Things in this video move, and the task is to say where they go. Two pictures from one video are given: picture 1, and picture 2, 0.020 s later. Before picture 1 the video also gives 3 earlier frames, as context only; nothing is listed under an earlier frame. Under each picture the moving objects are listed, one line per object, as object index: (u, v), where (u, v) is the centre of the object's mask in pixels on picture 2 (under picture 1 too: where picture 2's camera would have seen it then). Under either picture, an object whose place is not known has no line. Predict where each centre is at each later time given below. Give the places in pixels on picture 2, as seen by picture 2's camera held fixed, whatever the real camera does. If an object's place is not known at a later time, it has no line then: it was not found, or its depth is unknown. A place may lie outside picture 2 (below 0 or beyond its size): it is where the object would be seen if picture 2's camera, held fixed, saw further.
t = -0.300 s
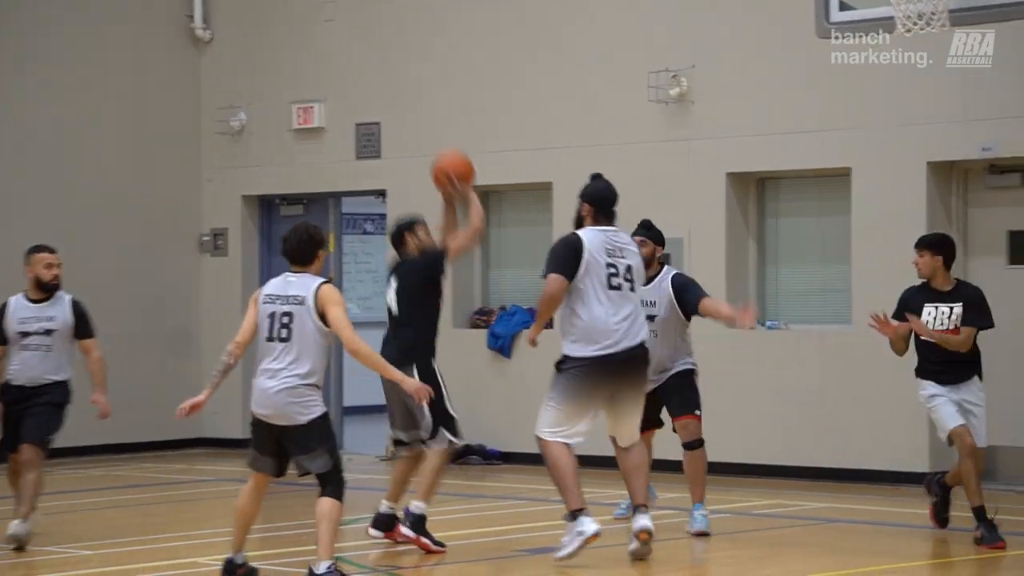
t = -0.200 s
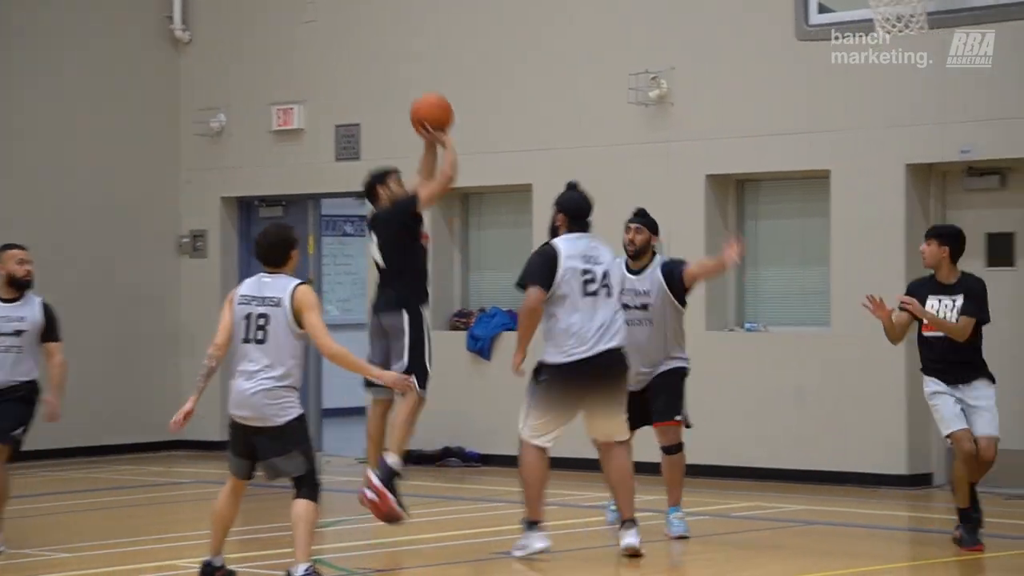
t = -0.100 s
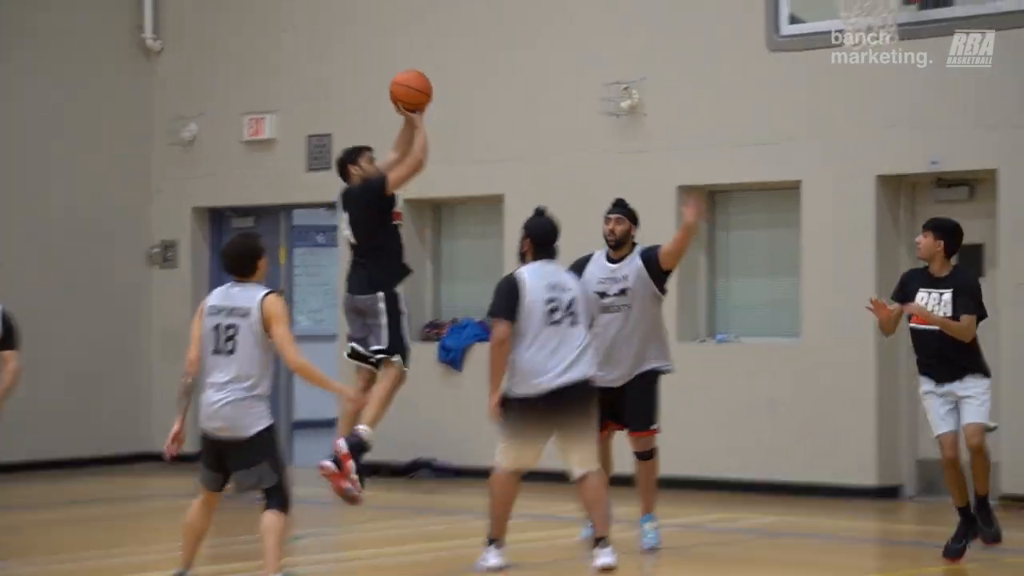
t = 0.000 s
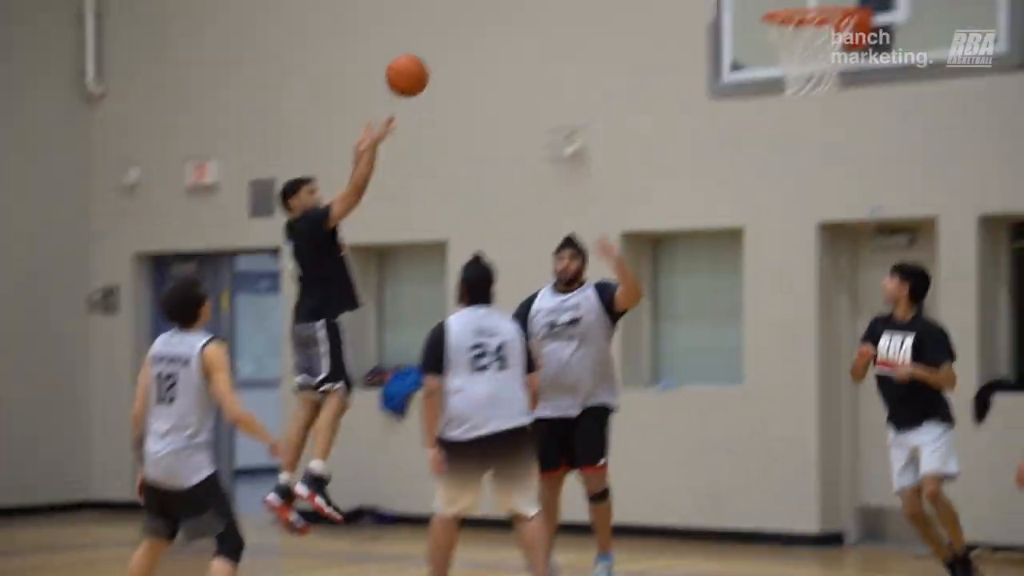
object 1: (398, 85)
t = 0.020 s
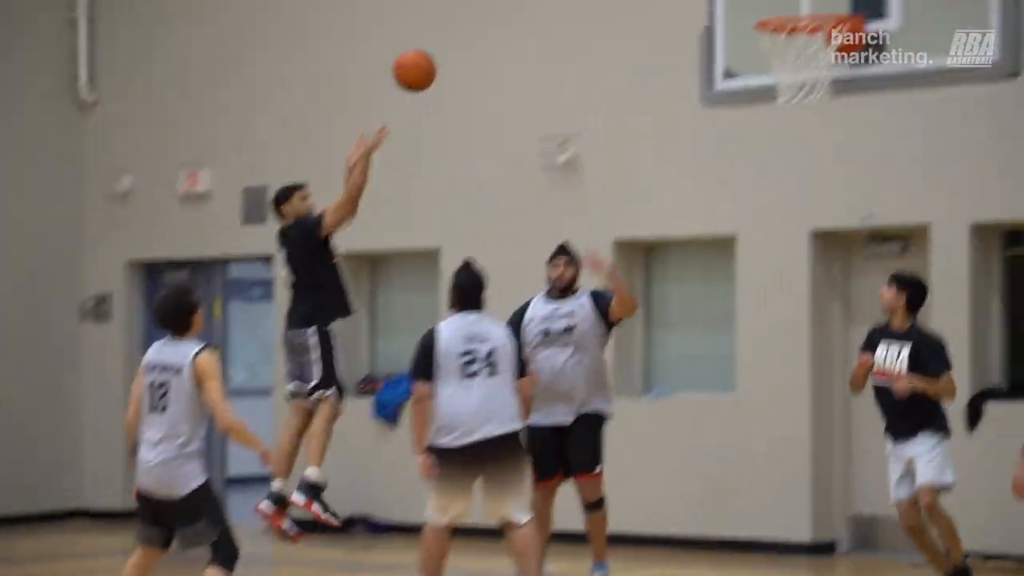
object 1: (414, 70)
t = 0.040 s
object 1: (429, 59)
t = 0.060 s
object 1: (444, 47)
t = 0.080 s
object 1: (459, 36)
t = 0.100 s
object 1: (474, 25)
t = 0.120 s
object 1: (489, 16)
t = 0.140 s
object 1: (504, 6)
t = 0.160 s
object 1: (519, -2)
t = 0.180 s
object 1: (535, -10)
